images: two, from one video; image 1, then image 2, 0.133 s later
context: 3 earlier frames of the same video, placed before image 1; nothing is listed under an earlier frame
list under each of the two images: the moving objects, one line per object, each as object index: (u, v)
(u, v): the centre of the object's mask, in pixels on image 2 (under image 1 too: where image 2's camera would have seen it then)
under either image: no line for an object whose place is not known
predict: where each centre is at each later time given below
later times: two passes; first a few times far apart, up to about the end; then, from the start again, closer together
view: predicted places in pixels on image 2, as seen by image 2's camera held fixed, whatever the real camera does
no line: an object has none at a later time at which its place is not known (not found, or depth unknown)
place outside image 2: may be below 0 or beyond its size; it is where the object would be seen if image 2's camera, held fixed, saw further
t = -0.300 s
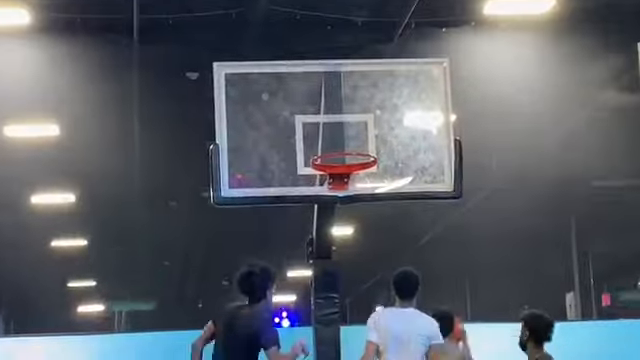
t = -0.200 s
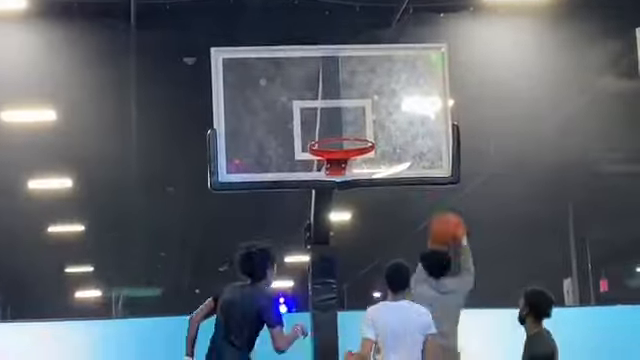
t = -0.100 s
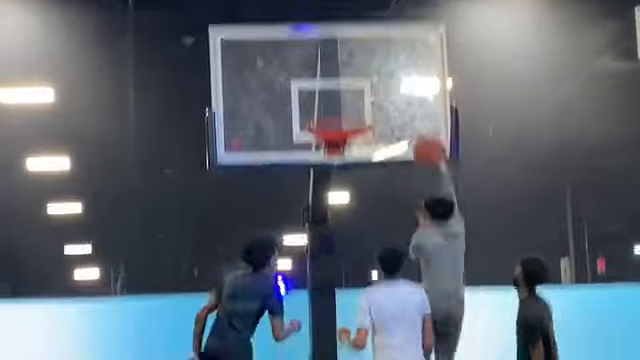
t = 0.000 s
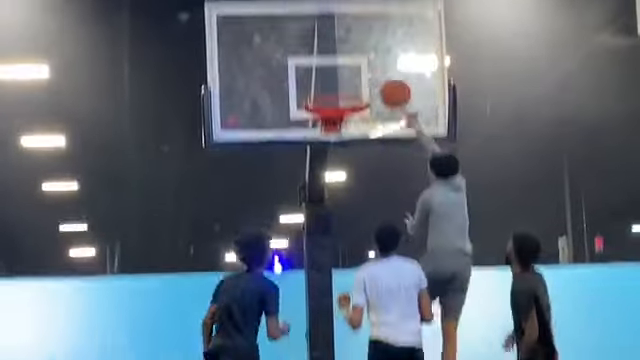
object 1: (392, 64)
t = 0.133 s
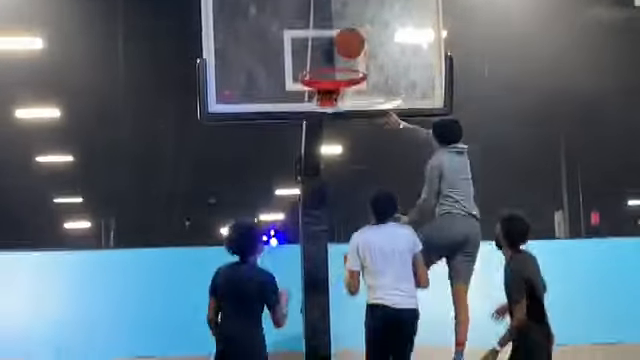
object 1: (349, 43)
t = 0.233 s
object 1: (333, 43)
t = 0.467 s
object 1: (333, 58)
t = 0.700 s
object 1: (371, 49)
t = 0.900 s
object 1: (398, 81)
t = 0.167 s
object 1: (344, 41)
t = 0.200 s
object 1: (339, 42)
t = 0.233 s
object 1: (333, 43)
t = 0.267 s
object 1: (329, 46)
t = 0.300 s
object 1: (325, 49)
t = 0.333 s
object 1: (320, 55)
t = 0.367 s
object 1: (315, 65)
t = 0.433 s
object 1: (324, 61)
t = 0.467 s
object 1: (333, 58)
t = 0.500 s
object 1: (340, 58)
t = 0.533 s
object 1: (351, 56)
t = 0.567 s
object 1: (356, 56)
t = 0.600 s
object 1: (360, 52)
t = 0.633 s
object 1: (364, 50)
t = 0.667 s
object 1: (368, 49)
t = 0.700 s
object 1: (371, 49)
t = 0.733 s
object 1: (375, 50)
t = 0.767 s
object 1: (379, 53)
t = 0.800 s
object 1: (384, 58)
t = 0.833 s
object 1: (389, 64)
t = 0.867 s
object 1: (393, 71)
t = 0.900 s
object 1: (398, 81)
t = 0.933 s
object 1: (402, 91)
